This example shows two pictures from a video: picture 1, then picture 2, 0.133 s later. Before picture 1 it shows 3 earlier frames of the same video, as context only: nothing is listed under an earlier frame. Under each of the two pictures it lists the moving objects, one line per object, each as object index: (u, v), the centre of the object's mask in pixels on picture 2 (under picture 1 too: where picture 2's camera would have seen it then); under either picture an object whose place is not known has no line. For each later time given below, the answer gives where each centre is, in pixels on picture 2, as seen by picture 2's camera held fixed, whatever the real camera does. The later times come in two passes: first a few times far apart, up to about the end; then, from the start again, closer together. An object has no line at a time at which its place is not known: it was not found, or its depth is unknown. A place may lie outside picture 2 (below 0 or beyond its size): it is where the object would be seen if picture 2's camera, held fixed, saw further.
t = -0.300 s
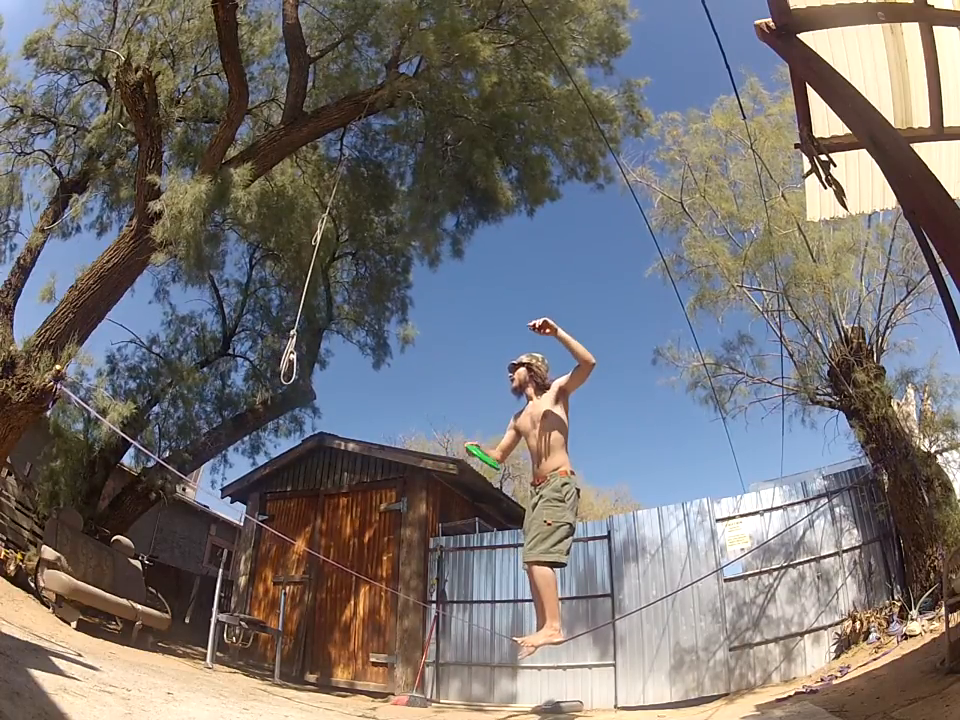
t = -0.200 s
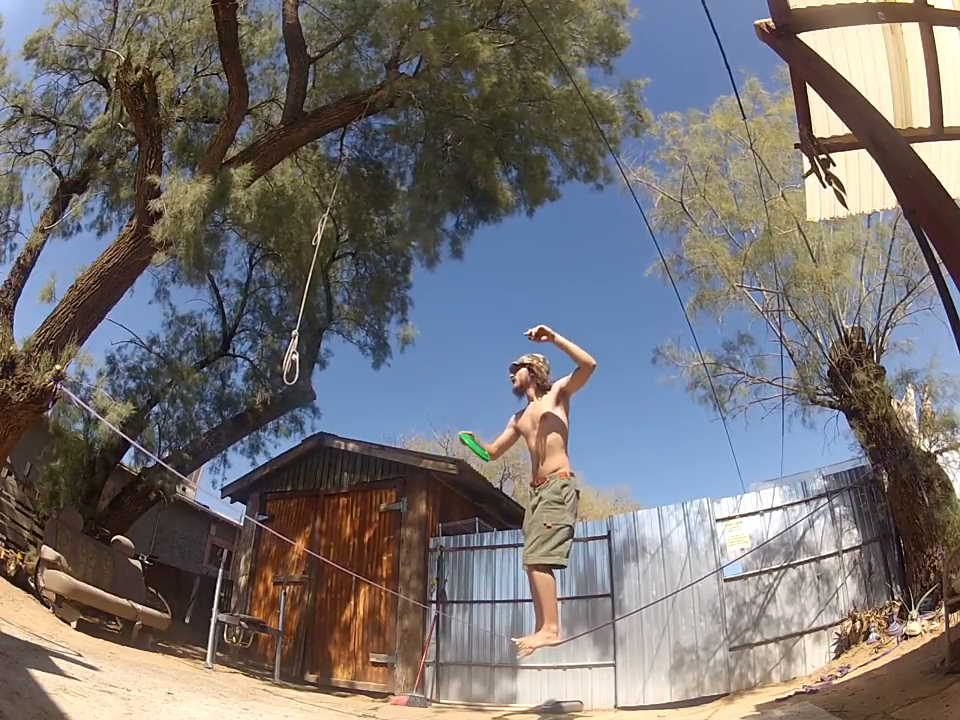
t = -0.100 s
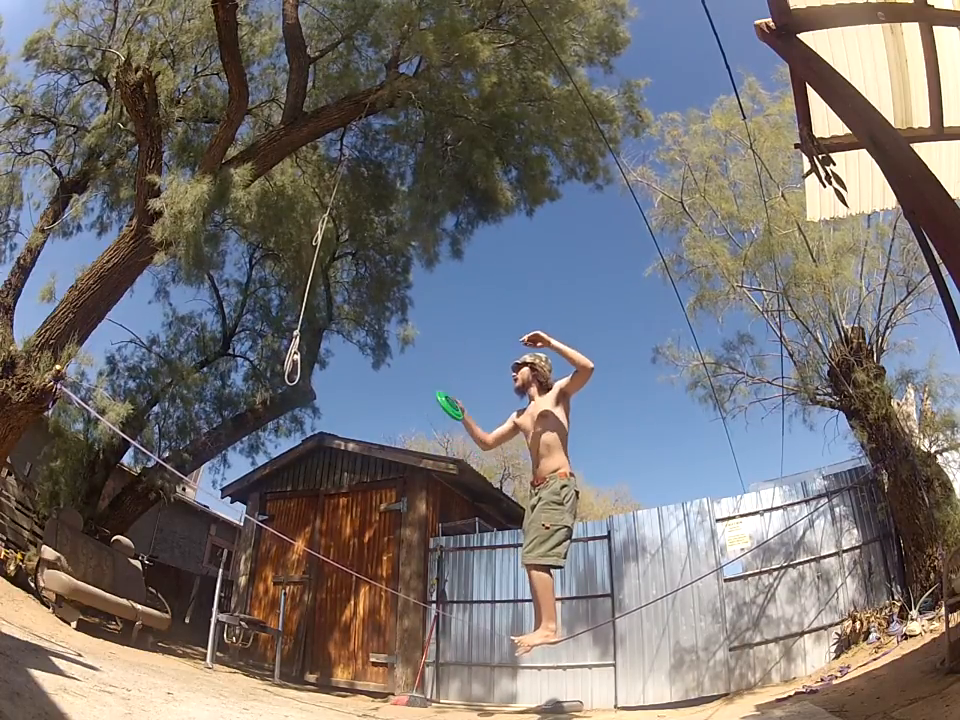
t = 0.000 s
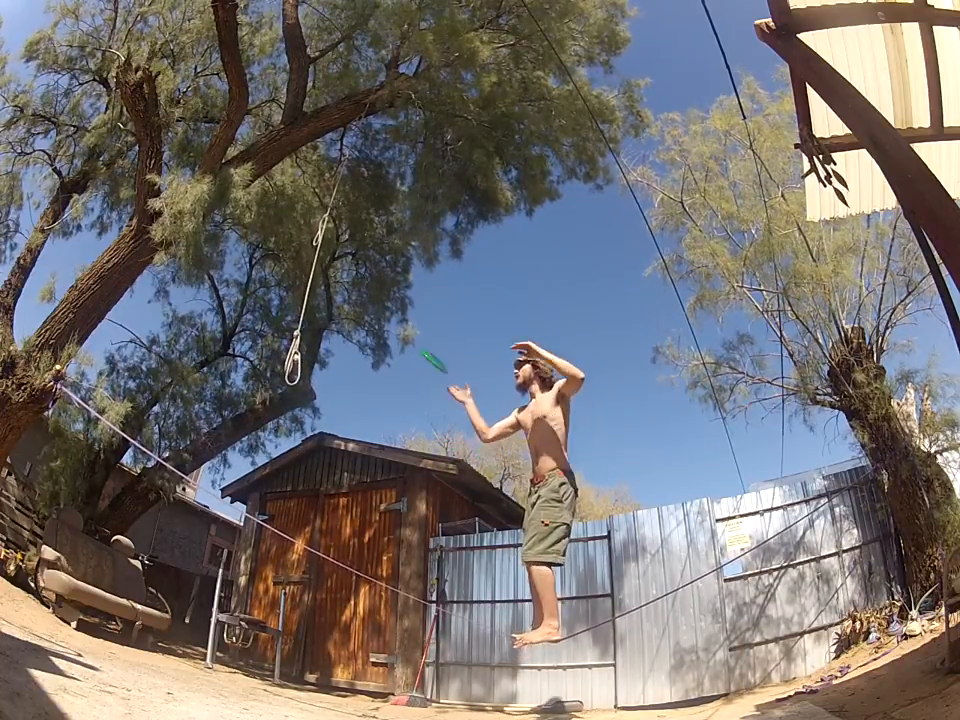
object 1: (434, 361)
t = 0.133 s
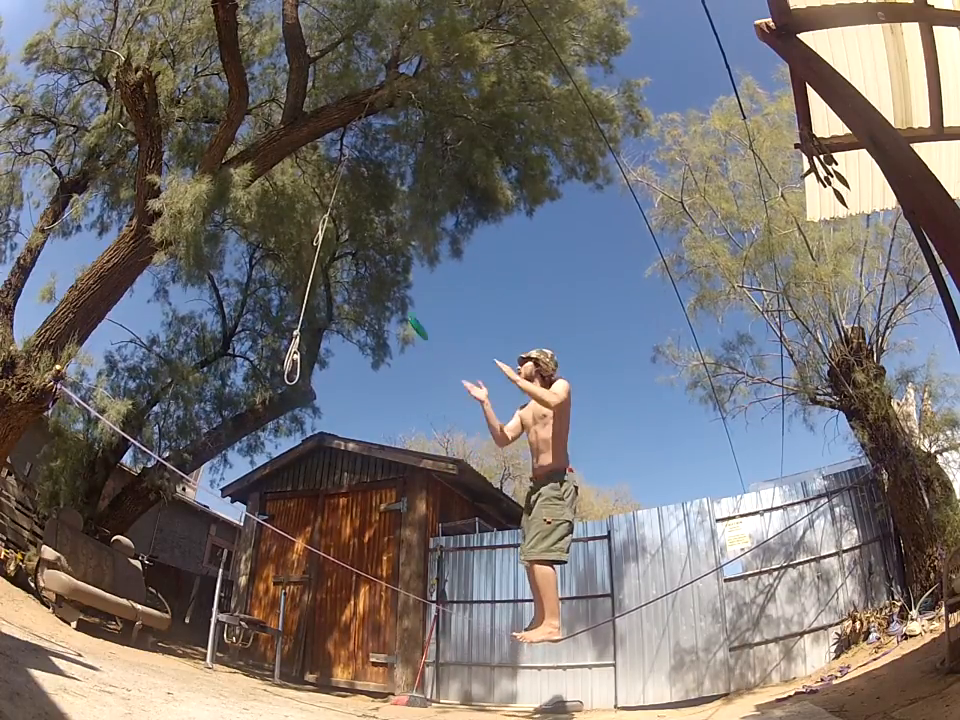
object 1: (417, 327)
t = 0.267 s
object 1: (400, 313)
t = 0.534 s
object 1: (367, 333)
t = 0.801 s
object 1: (337, 420)
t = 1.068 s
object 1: (347, 651)
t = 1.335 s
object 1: (418, 711)
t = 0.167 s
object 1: (412, 321)
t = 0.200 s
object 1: (408, 317)
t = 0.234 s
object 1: (404, 315)
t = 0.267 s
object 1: (400, 313)
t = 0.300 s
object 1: (396, 313)
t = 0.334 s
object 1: (391, 312)
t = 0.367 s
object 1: (388, 314)
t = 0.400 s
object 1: (383, 316)
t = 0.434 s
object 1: (378, 318)
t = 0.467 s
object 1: (375, 322)
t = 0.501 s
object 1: (371, 327)
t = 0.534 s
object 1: (367, 333)
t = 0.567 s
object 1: (363, 339)
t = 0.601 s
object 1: (358, 347)
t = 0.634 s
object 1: (354, 356)
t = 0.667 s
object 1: (350, 366)
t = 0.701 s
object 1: (346, 377)
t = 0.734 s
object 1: (343, 390)
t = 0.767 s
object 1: (340, 404)
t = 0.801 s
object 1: (337, 420)
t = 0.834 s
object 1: (335, 438)
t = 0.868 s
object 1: (334, 457)
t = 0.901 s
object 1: (333, 480)
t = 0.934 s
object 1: (334, 507)
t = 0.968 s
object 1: (335, 537)
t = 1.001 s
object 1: (337, 571)
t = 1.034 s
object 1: (341, 609)
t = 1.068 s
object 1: (347, 651)
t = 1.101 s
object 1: (356, 696)
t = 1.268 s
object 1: (401, 704)
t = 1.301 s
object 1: (409, 707)
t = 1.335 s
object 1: (418, 711)
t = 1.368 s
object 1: (429, 708)
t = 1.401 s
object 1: (432, 708)
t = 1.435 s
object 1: (431, 714)
